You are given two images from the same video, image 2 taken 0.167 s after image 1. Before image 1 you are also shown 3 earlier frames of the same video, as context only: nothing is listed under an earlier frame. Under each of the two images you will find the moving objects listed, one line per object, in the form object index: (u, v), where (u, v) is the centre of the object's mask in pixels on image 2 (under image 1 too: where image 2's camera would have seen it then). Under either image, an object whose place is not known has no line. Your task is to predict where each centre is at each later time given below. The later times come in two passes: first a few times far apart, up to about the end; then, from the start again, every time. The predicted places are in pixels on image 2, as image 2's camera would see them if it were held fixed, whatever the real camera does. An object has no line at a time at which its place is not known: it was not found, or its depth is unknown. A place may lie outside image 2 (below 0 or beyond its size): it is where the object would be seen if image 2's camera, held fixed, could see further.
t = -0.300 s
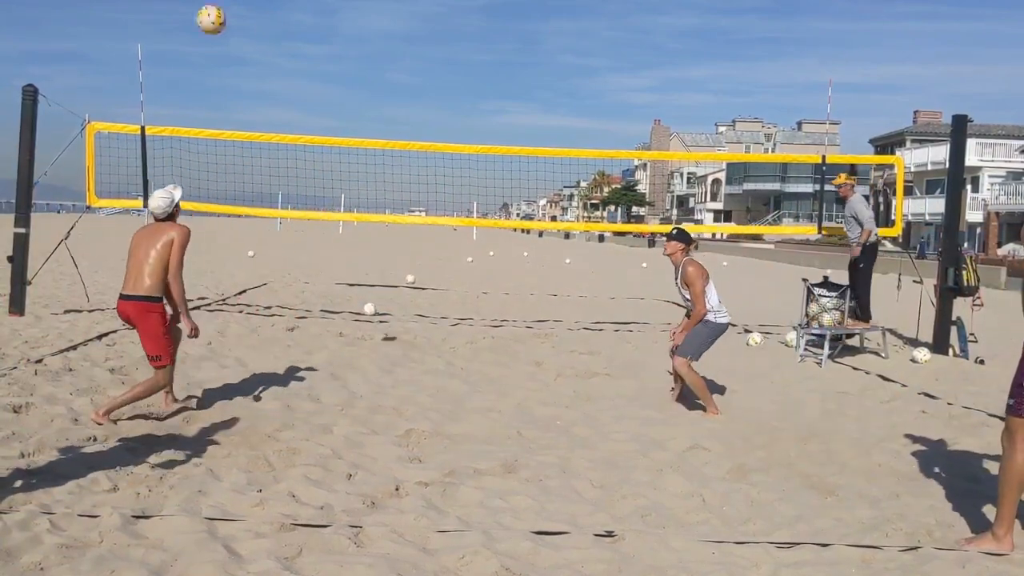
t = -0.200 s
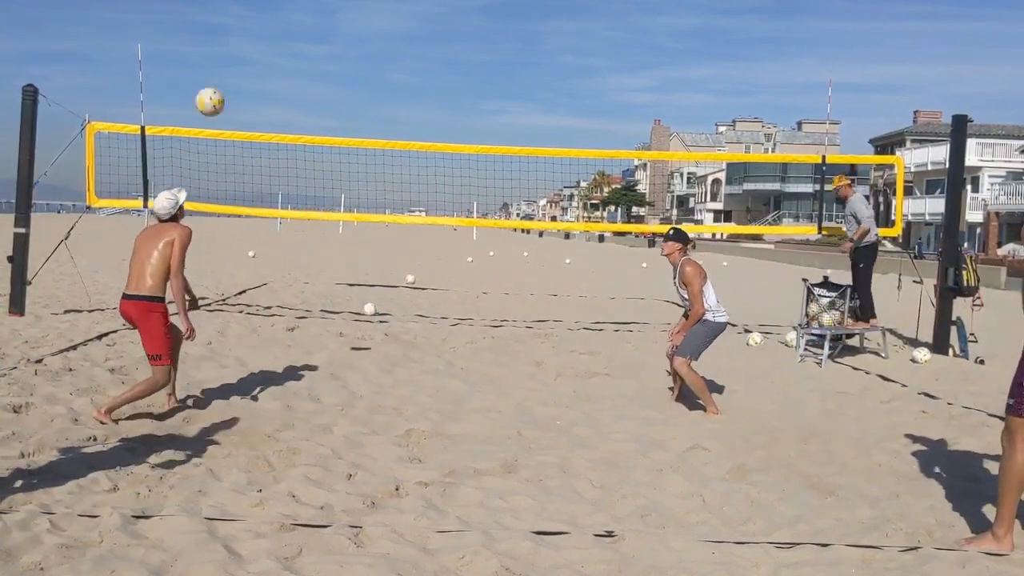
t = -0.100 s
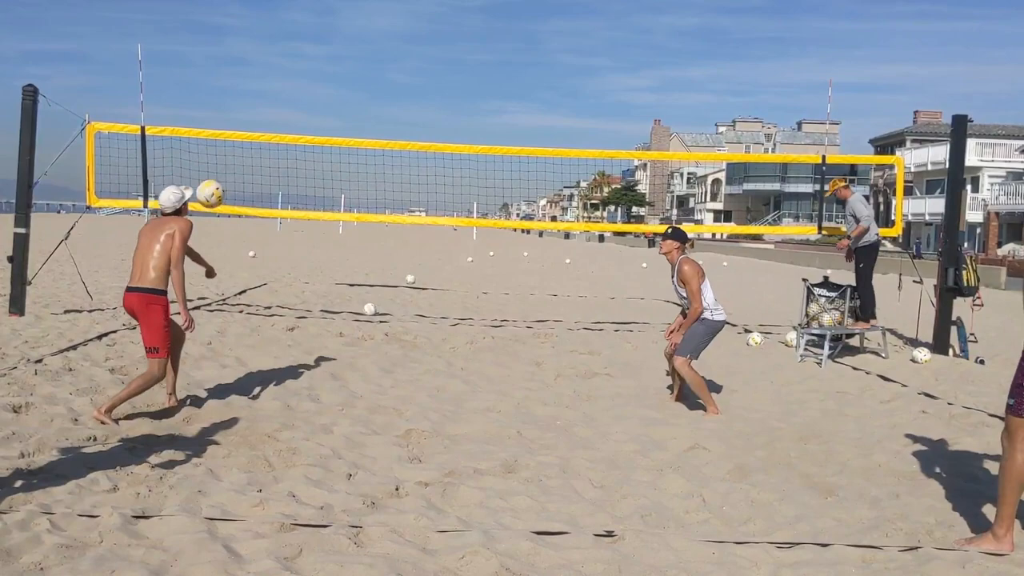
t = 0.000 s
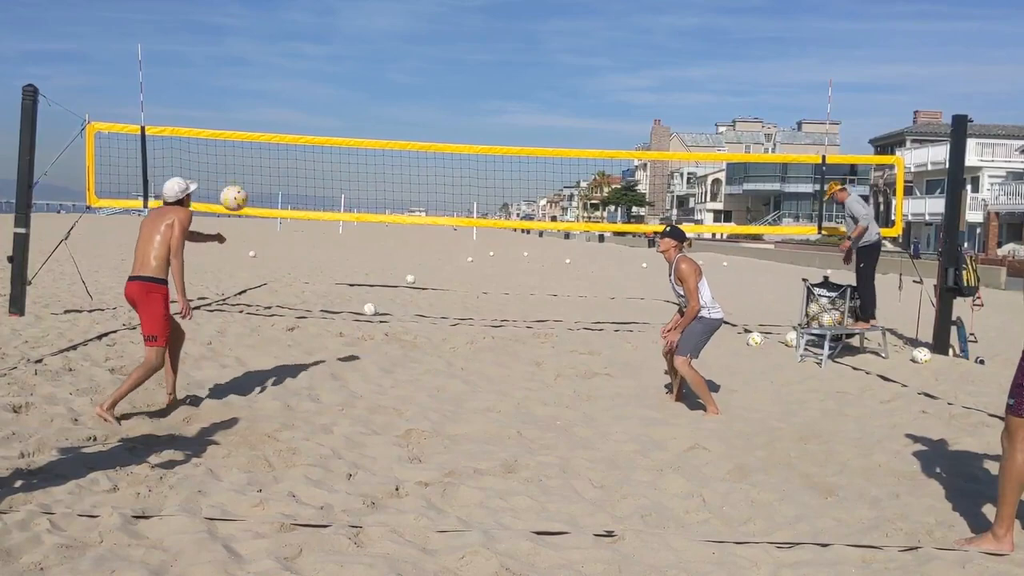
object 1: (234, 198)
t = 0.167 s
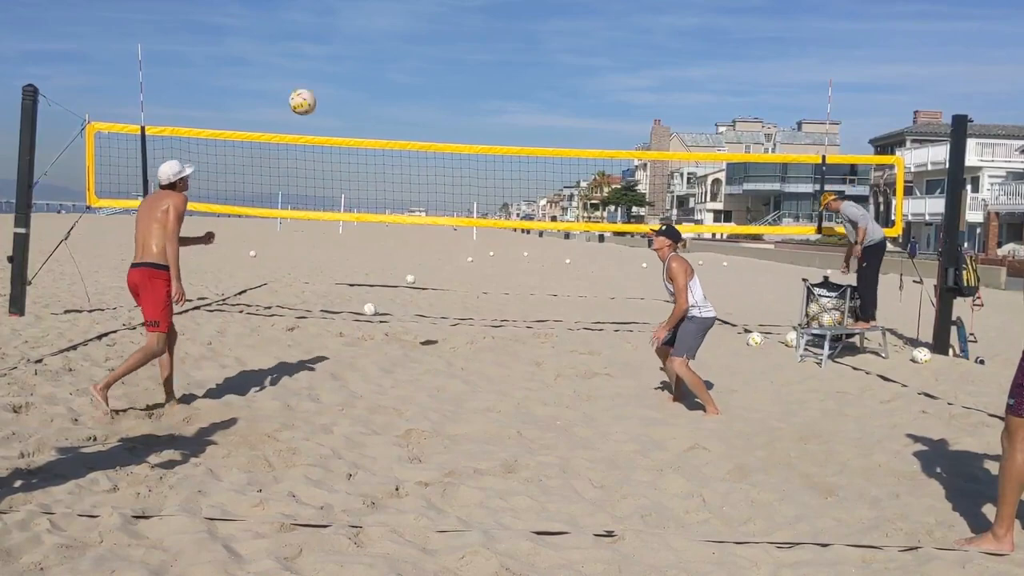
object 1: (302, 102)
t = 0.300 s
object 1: (356, 51)
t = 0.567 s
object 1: (455, 14)
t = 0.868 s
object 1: (554, 68)
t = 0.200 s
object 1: (316, 87)
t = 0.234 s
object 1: (329, 74)
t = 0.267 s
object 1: (343, 62)
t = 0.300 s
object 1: (356, 51)
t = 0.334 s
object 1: (368, 42)
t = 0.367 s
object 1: (381, 34)
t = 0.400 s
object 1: (394, 28)
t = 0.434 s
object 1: (406, 23)
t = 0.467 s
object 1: (418, 18)
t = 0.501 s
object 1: (431, 16)
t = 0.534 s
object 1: (443, 14)
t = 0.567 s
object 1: (455, 14)
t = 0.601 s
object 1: (467, 16)
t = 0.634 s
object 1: (478, 19)
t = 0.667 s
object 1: (490, 22)
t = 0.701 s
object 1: (501, 27)
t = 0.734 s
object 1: (511, 33)
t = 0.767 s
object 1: (522, 41)
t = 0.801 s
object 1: (533, 49)
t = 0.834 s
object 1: (543, 58)
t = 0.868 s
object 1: (554, 68)
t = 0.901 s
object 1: (564, 80)
